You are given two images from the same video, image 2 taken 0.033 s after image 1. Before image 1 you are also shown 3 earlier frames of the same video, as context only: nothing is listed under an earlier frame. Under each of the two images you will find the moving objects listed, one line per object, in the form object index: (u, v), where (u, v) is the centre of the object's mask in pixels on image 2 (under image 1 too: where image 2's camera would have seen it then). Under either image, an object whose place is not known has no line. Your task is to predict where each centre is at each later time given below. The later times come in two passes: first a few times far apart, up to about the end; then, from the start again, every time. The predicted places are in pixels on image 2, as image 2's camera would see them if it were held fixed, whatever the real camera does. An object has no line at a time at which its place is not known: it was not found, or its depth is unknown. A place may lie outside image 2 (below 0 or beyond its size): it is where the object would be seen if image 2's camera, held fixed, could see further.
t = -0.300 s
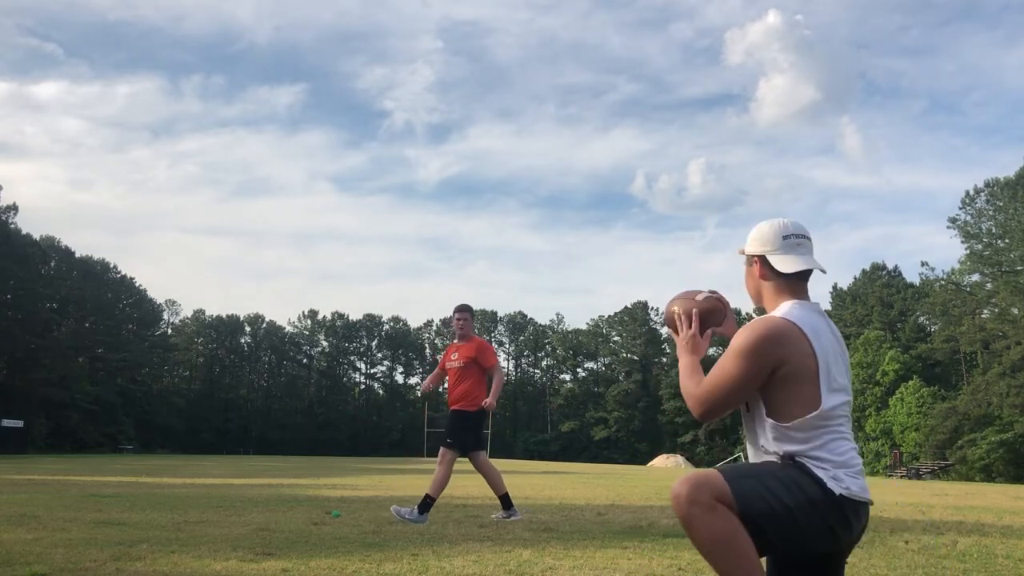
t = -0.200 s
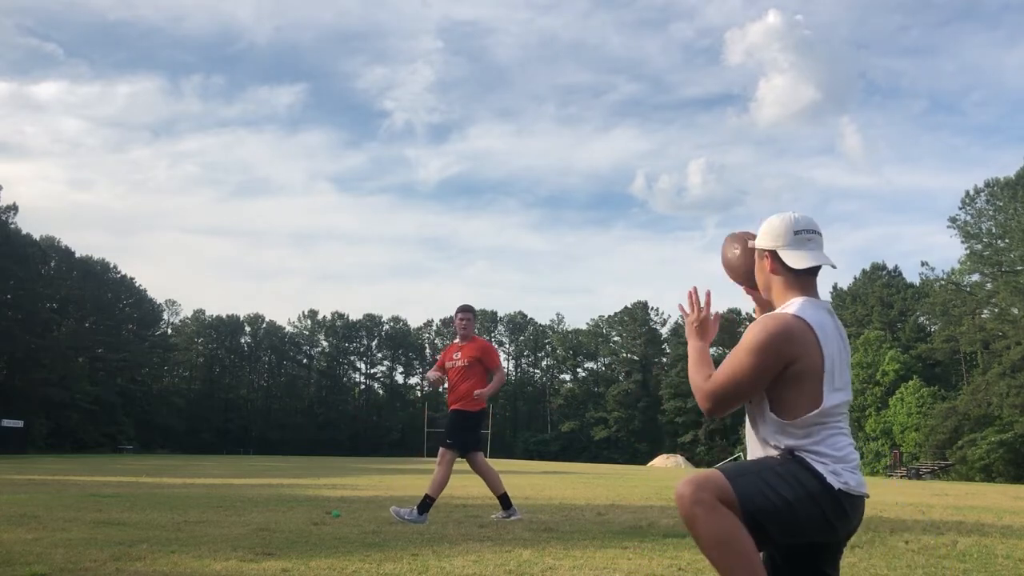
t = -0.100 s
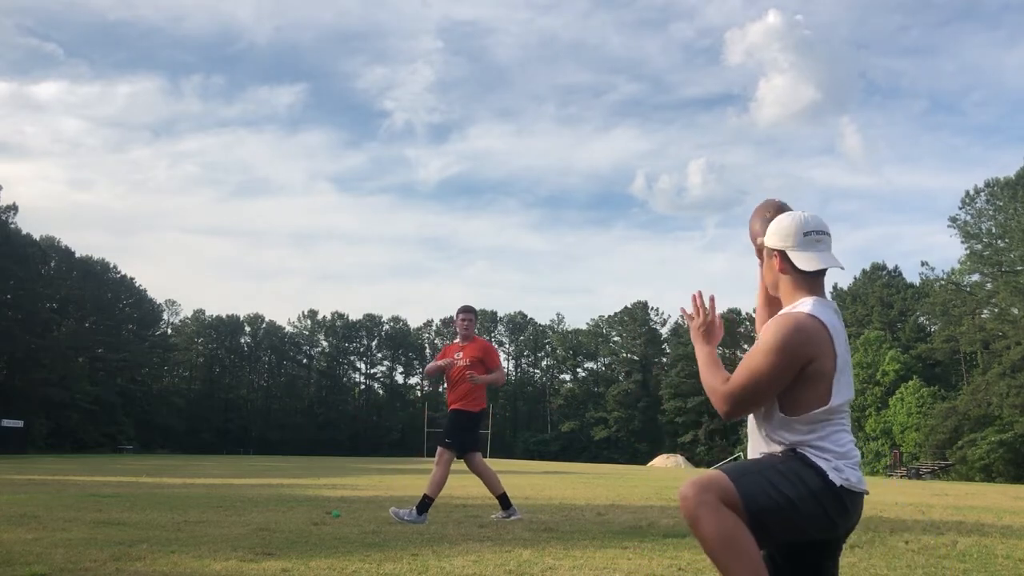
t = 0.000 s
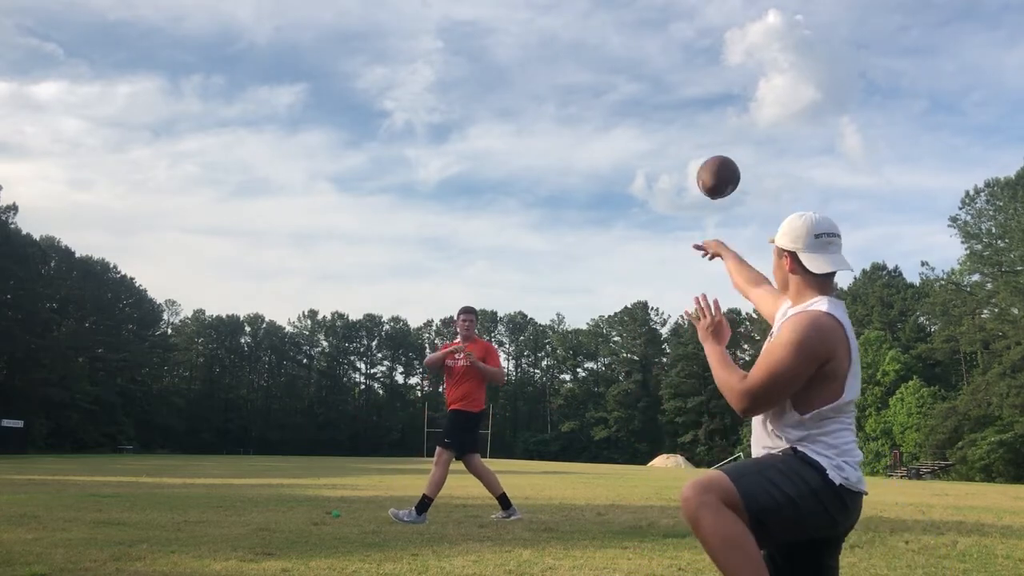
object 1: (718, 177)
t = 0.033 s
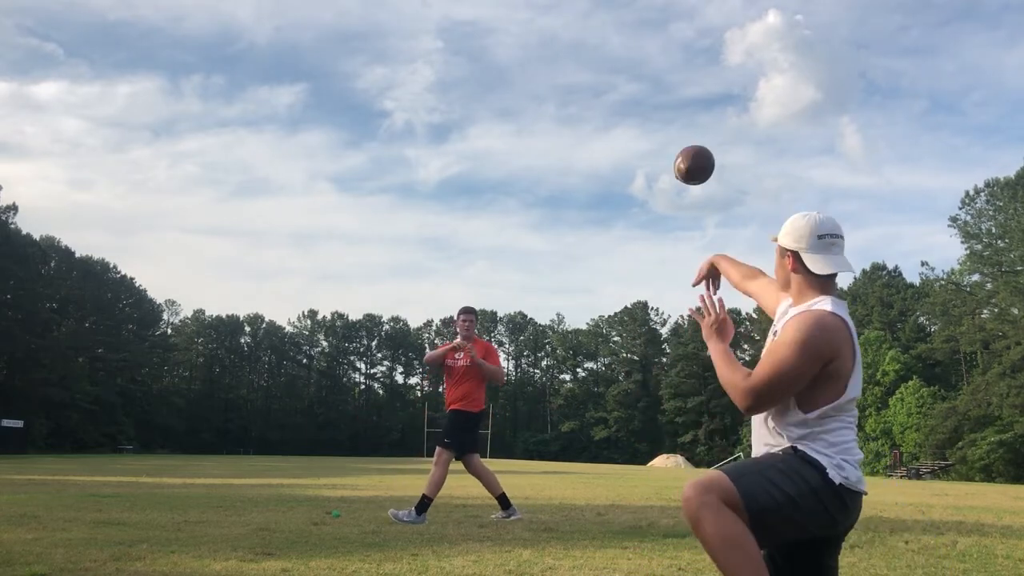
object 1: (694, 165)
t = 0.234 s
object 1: (591, 150)
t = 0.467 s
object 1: (520, 208)
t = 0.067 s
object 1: (672, 156)
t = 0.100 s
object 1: (653, 151)
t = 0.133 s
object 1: (635, 148)
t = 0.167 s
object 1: (619, 146)
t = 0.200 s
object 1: (605, 147)
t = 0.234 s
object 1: (591, 150)
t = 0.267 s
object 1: (579, 155)
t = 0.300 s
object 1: (567, 161)
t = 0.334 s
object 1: (557, 169)
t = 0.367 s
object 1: (546, 178)
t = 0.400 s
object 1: (536, 187)
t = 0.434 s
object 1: (528, 197)
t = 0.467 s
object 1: (520, 208)
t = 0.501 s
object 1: (512, 220)
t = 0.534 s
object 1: (505, 233)
